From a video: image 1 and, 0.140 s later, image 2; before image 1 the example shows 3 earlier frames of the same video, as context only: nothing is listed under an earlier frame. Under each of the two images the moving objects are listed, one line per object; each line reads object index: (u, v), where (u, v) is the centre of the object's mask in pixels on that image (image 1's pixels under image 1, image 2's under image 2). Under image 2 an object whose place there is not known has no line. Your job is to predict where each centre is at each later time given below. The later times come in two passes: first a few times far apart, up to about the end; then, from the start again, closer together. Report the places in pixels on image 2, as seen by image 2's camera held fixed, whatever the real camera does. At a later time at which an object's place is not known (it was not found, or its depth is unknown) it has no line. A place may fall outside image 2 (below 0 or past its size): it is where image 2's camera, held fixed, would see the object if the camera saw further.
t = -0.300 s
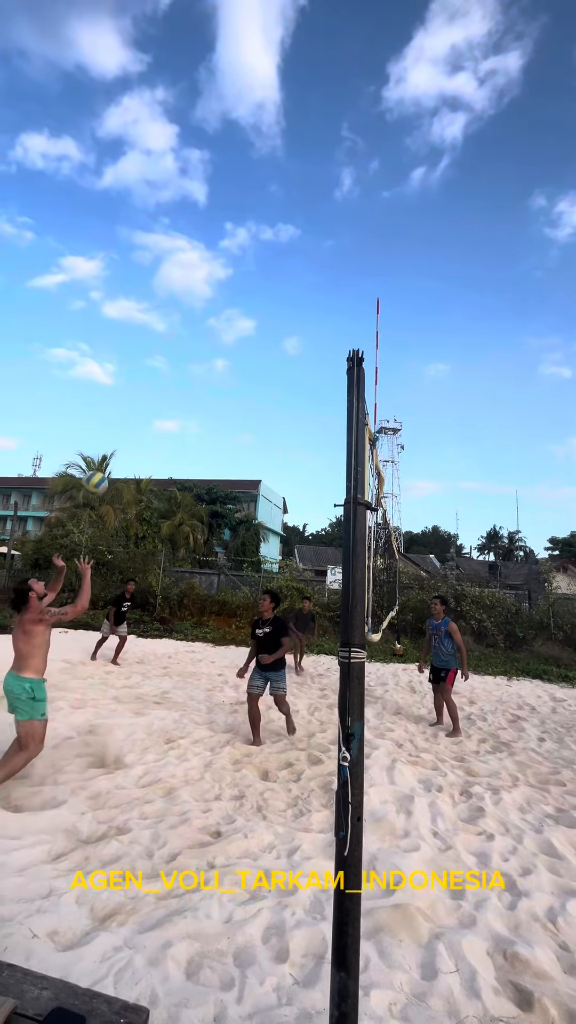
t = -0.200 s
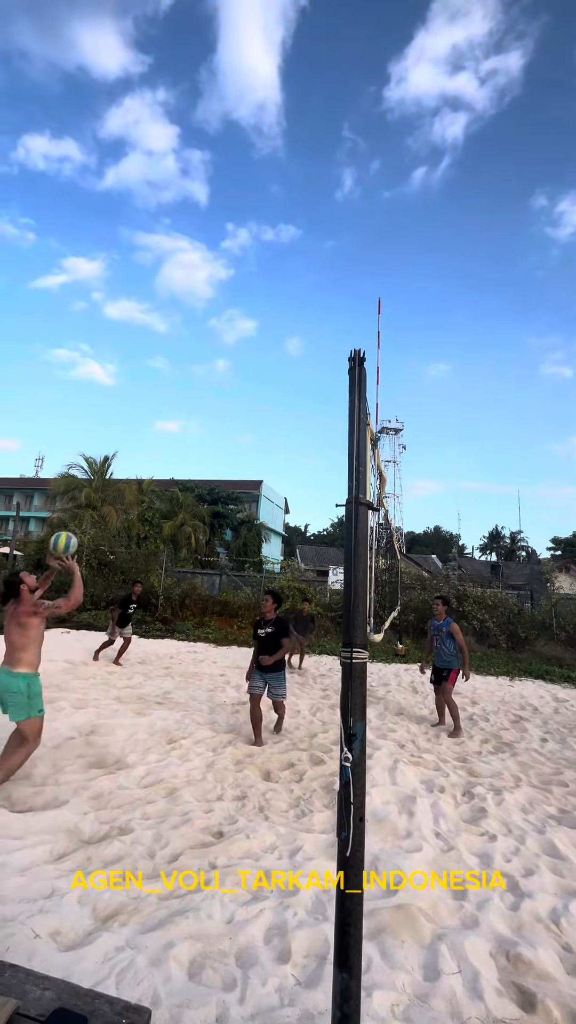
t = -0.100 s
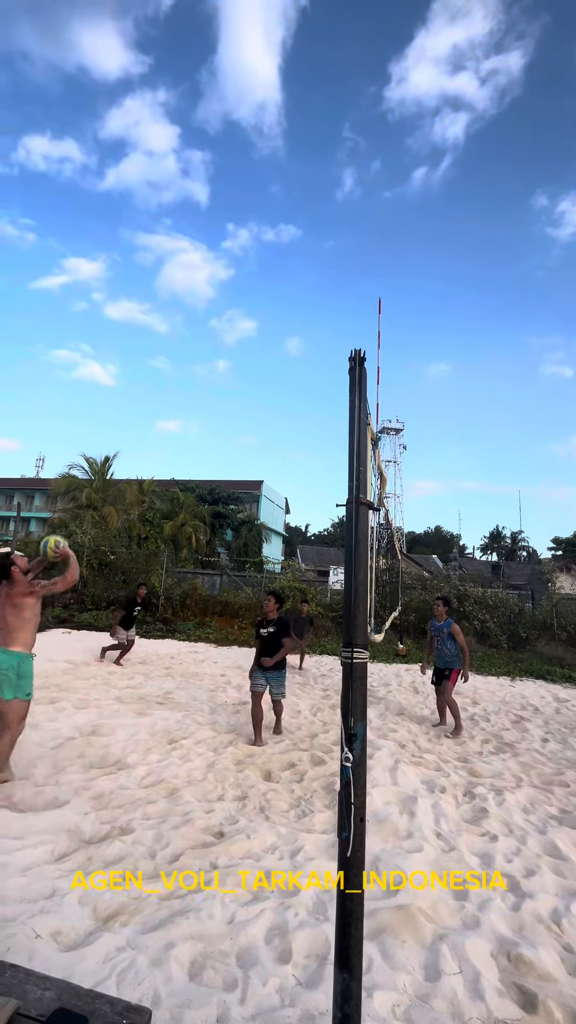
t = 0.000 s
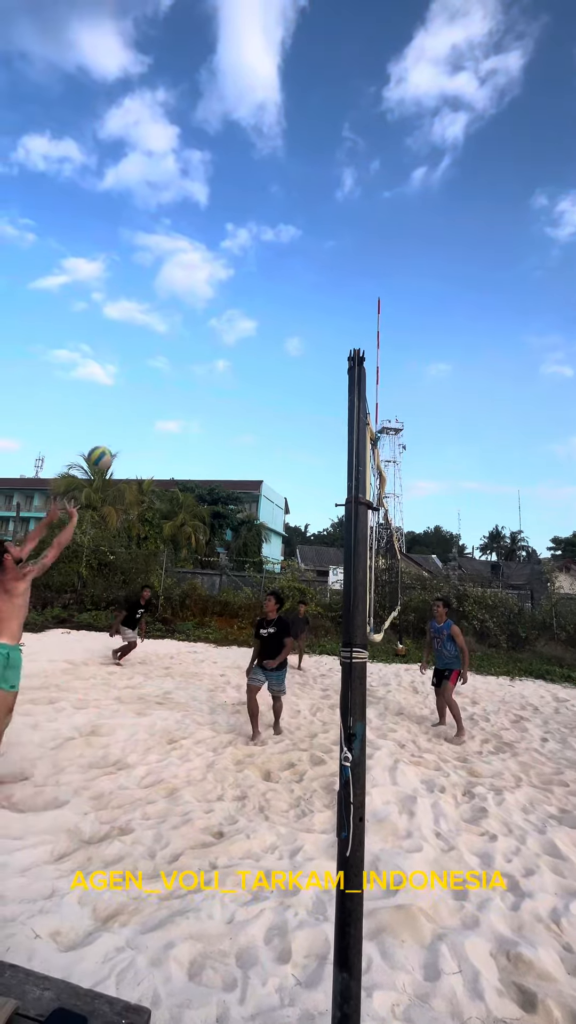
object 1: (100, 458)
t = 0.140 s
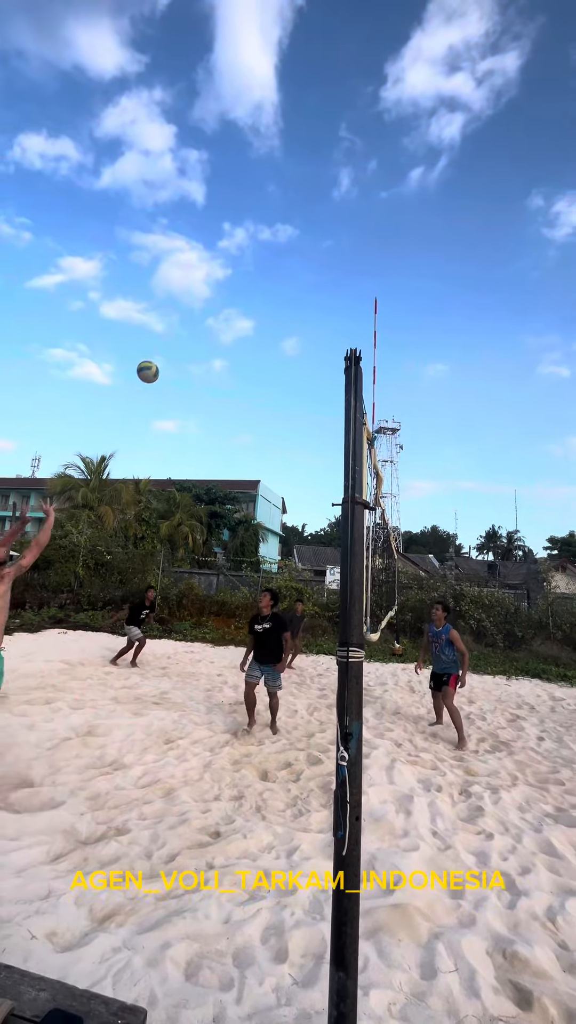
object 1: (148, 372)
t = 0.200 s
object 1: (168, 342)
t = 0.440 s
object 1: (224, 281)
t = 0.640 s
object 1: (258, 269)
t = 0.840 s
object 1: (286, 285)
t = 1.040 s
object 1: (308, 323)
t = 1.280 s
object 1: (329, 394)
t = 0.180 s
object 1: (163, 349)
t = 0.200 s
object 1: (168, 342)
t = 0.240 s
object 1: (178, 329)
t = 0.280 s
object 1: (190, 313)
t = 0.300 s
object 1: (195, 309)
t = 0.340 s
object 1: (202, 300)
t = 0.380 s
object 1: (213, 290)
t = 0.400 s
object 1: (217, 287)
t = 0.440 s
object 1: (224, 281)
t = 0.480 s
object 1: (233, 276)
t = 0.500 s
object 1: (236, 274)
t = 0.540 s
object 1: (242, 272)
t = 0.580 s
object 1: (251, 269)
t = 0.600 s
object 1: (253, 269)
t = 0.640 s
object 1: (258, 269)
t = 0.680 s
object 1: (266, 271)
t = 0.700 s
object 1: (268, 272)
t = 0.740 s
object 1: (273, 274)
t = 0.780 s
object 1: (277, 277)
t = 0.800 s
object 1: (281, 280)
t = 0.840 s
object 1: (286, 285)
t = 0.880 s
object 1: (290, 290)
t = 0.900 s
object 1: (294, 295)
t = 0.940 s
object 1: (298, 301)
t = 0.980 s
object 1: (301, 308)
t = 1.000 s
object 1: (305, 315)
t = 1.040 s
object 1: (308, 323)
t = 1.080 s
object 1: (311, 331)
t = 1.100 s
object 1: (315, 341)
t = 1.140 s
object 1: (318, 351)
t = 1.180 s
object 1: (321, 361)
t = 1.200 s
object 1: (324, 371)
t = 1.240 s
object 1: (327, 382)
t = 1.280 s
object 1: (329, 394)
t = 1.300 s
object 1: (331, 406)
